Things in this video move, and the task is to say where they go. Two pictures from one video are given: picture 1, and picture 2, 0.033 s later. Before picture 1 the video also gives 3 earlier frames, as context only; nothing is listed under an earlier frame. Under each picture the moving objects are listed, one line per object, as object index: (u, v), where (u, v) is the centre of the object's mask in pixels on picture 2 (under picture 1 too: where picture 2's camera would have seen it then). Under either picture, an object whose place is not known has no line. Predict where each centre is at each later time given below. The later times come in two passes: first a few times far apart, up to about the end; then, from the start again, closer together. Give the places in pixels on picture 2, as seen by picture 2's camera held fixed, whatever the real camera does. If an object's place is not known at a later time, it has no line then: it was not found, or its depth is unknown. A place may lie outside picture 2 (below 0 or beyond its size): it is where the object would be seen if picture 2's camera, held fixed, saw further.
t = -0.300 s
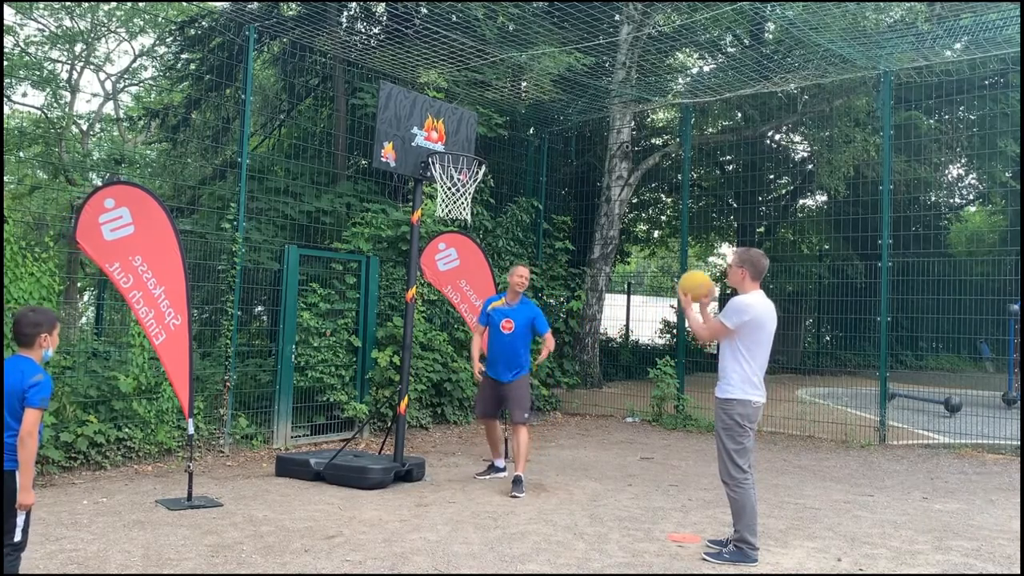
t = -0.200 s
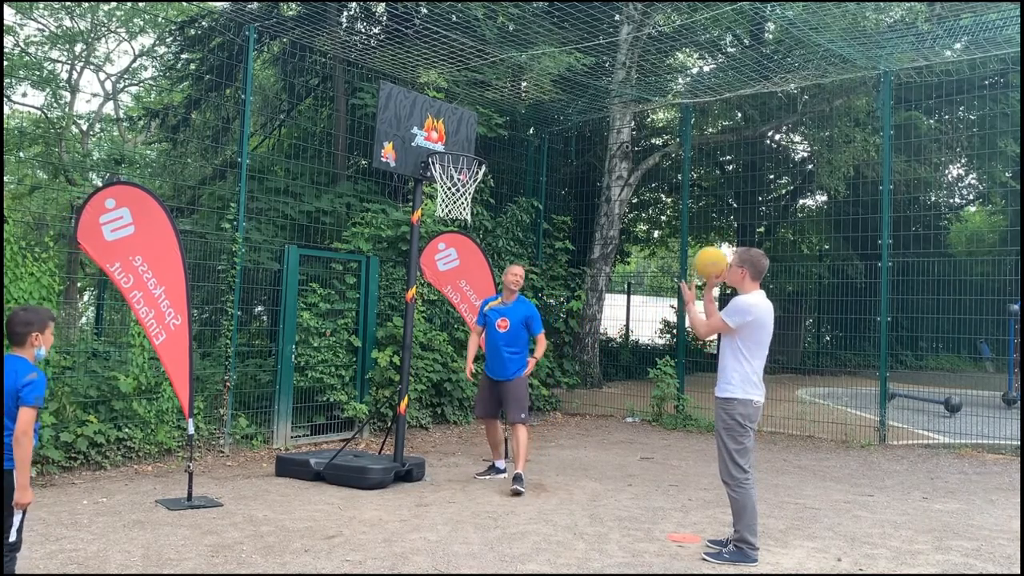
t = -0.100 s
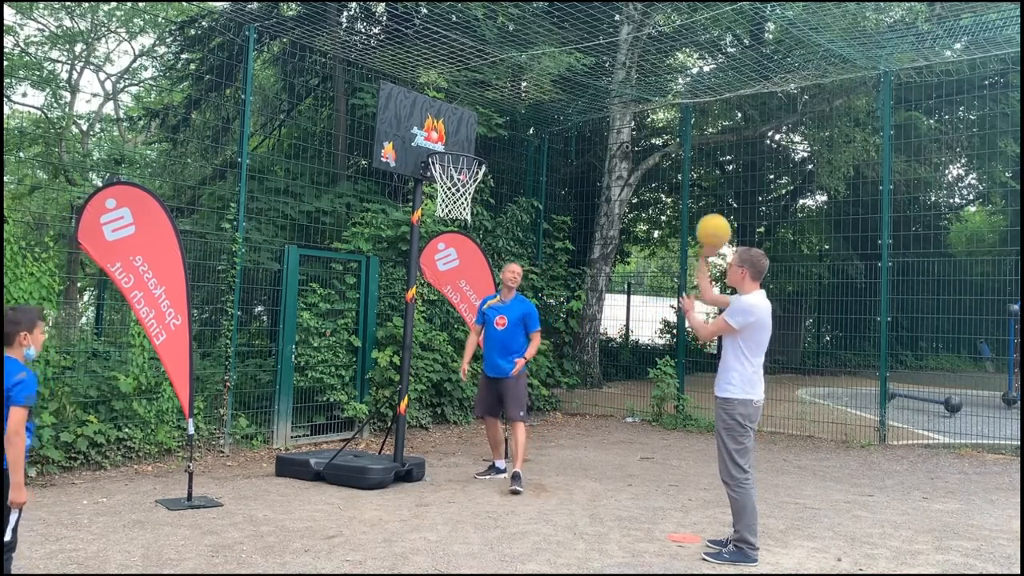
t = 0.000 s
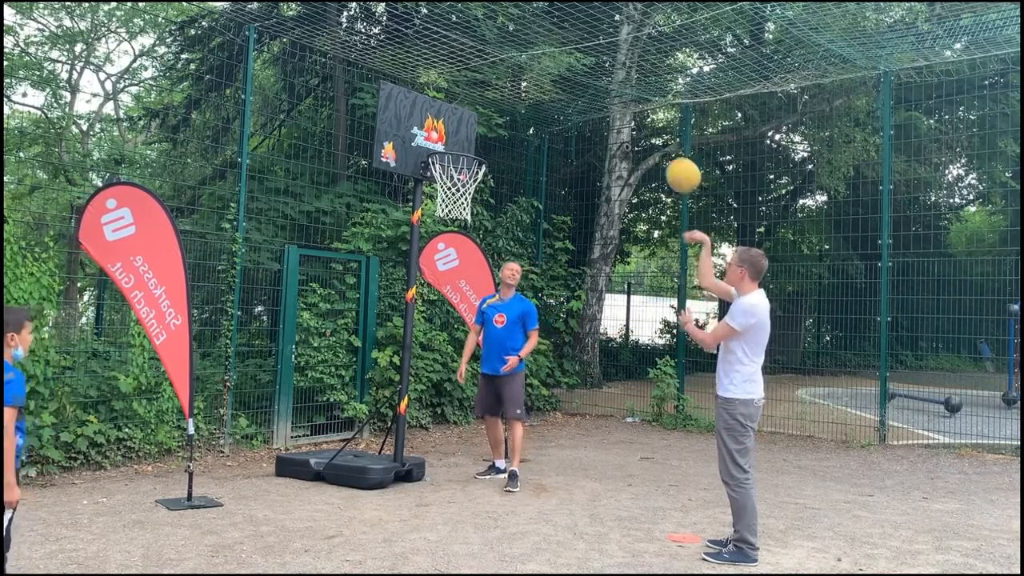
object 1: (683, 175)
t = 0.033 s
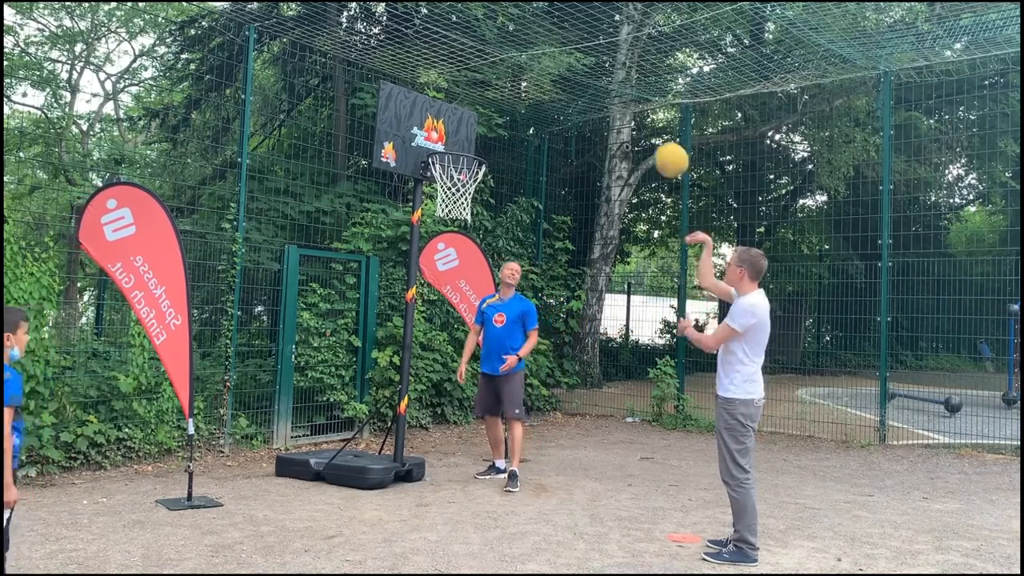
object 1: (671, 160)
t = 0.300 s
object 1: (582, 98)
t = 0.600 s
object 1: (495, 146)
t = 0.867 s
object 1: (568, 145)
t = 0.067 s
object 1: (659, 146)
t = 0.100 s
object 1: (648, 134)
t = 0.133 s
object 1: (636, 123)
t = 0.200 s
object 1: (614, 107)
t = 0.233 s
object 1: (603, 103)
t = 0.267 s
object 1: (593, 100)
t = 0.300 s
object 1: (582, 98)
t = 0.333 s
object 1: (572, 98)
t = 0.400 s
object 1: (552, 101)
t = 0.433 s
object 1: (543, 105)
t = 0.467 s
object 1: (533, 111)
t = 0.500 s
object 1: (523, 118)
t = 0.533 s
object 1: (514, 126)
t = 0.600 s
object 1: (495, 146)
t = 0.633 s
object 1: (492, 152)
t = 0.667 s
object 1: (503, 147)
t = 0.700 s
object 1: (514, 143)
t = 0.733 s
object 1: (525, 141)
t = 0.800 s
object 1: (546, 140)
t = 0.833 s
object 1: (557, 142)
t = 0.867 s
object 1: (568, 145)
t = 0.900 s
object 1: (579, 150)
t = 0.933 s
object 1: (589, 156)
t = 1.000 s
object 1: (611, 172)
